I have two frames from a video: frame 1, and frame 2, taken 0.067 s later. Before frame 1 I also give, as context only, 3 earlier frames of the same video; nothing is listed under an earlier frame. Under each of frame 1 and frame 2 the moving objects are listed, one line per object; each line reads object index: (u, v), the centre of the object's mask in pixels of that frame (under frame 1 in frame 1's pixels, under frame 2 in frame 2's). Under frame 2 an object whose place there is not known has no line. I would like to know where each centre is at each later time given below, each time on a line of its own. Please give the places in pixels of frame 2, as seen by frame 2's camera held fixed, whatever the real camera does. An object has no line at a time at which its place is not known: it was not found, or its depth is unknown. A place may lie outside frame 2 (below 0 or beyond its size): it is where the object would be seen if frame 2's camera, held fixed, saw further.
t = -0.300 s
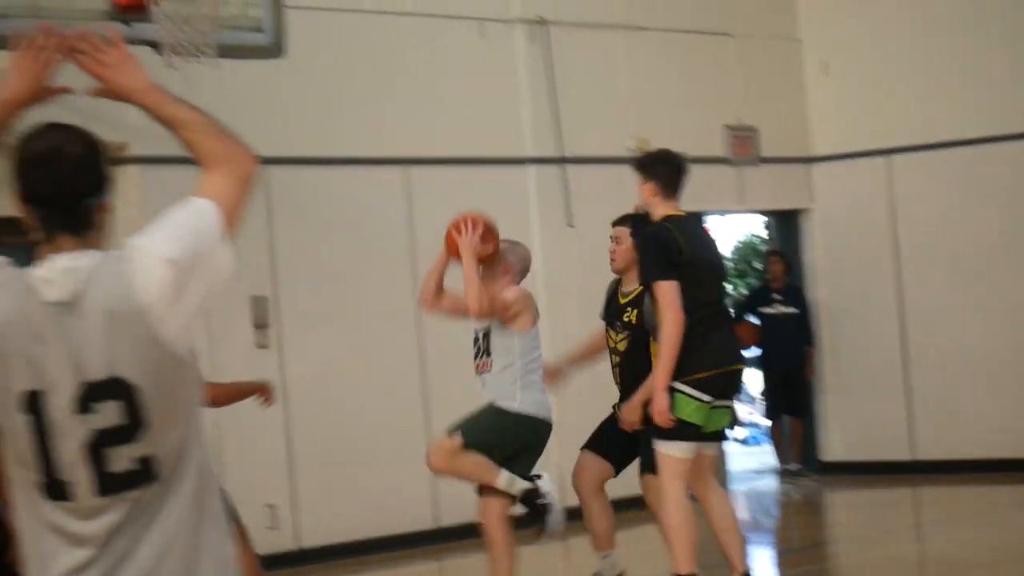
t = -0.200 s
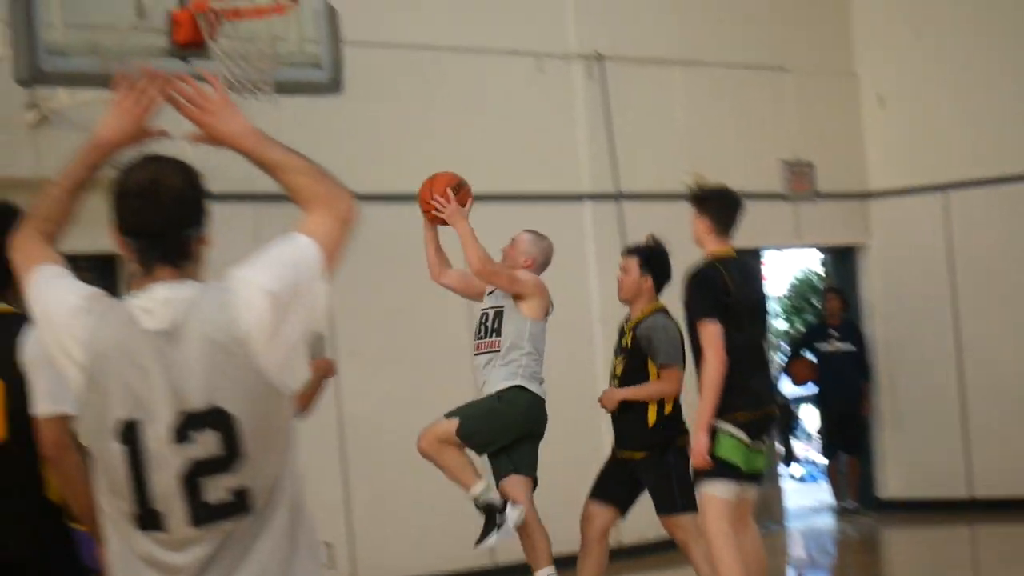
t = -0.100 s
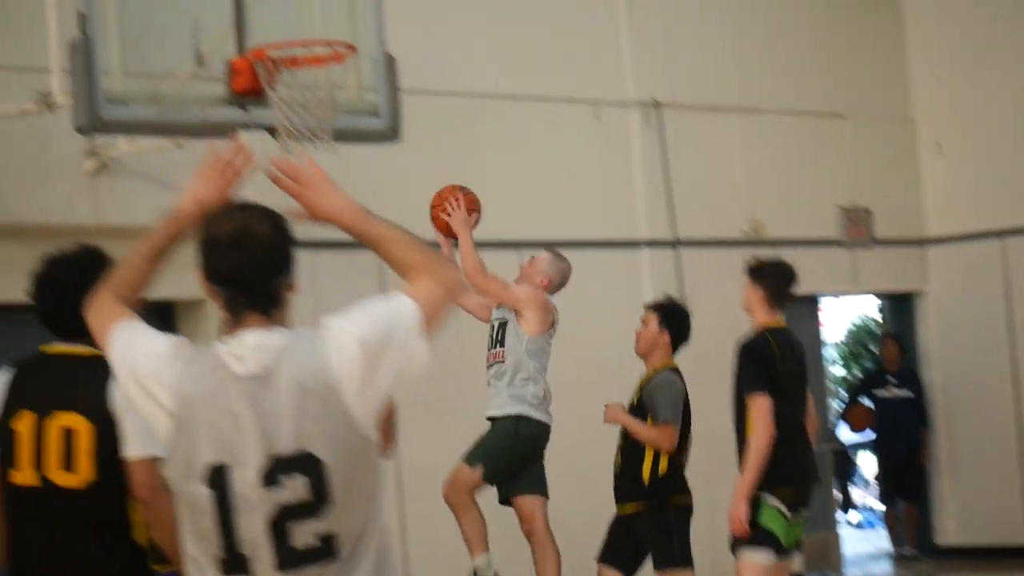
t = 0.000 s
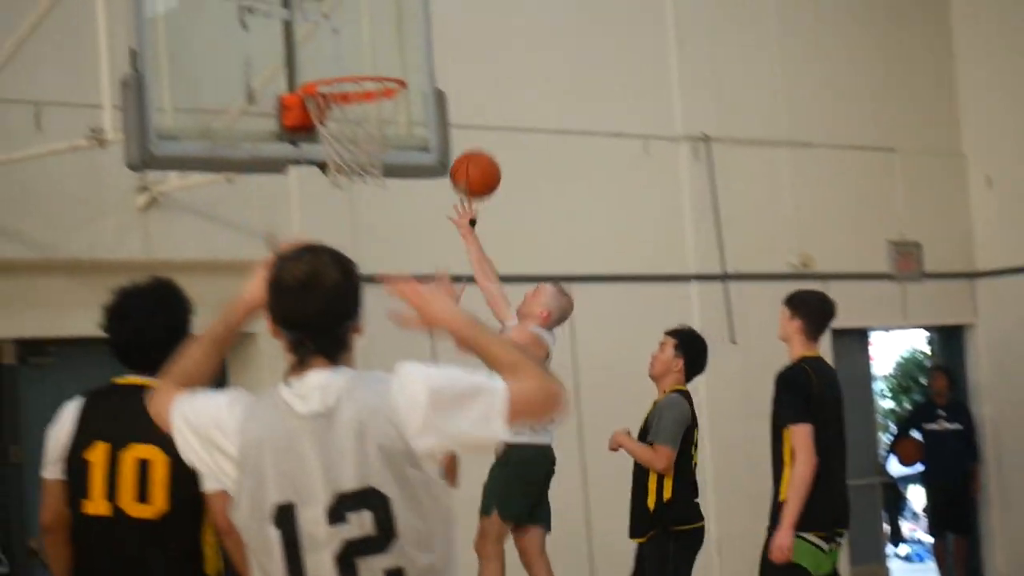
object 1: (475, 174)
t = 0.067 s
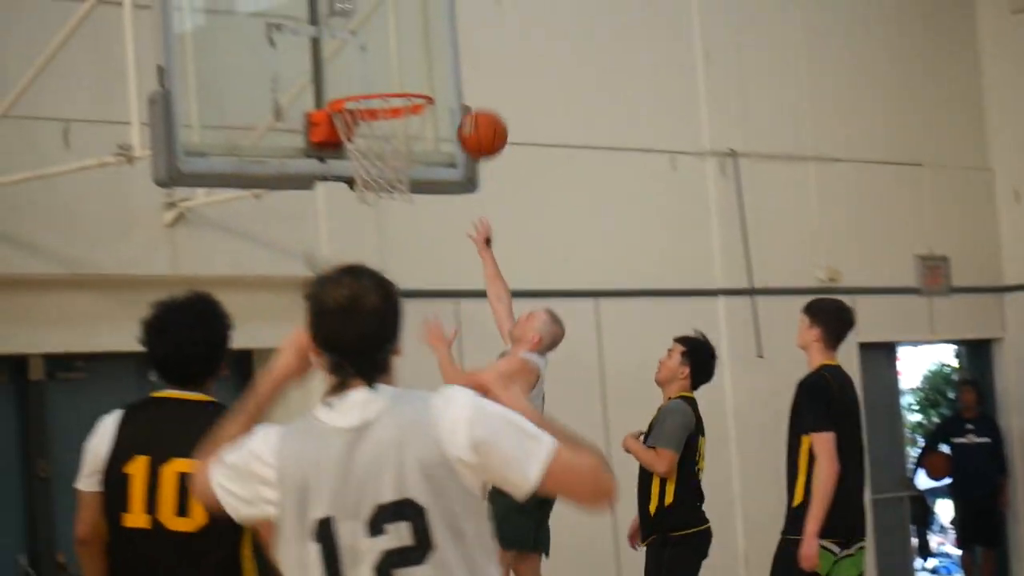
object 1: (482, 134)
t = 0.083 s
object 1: (477, 121)
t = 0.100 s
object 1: (472, 109)
